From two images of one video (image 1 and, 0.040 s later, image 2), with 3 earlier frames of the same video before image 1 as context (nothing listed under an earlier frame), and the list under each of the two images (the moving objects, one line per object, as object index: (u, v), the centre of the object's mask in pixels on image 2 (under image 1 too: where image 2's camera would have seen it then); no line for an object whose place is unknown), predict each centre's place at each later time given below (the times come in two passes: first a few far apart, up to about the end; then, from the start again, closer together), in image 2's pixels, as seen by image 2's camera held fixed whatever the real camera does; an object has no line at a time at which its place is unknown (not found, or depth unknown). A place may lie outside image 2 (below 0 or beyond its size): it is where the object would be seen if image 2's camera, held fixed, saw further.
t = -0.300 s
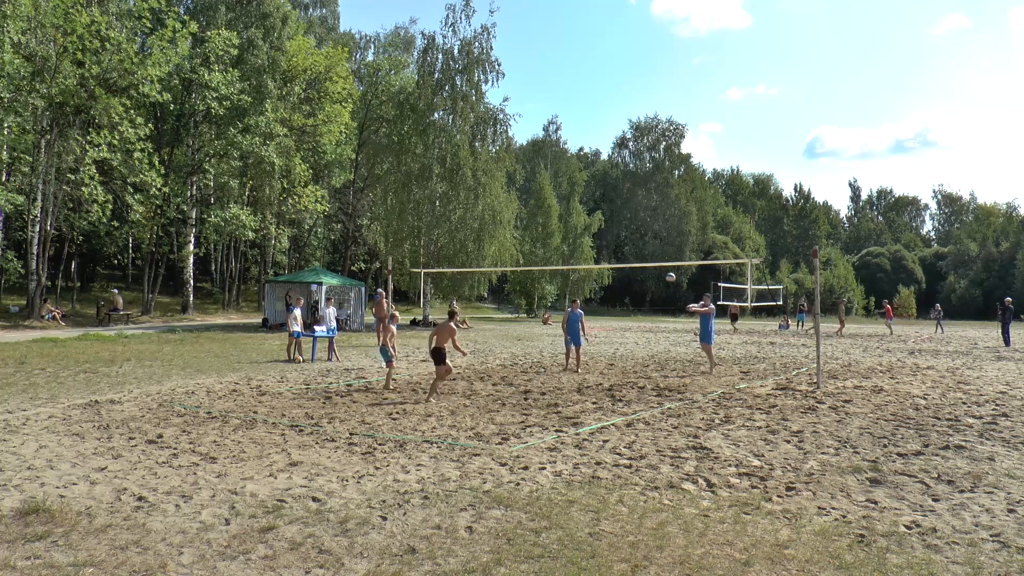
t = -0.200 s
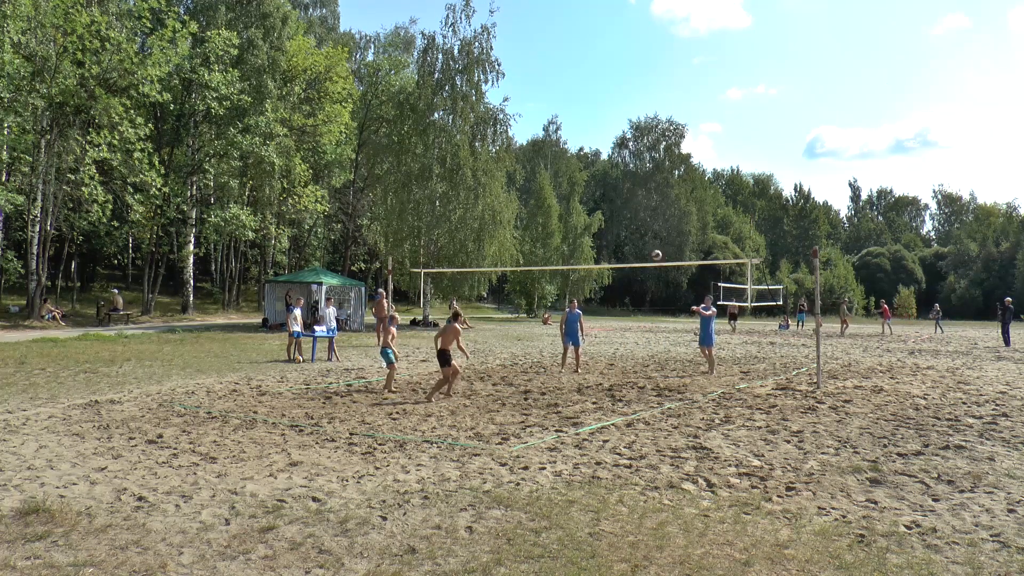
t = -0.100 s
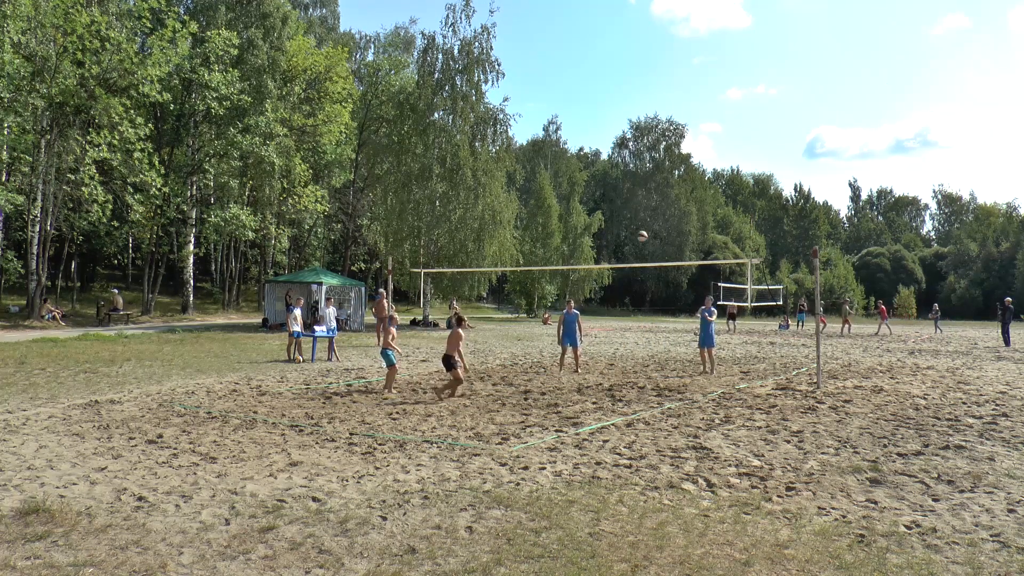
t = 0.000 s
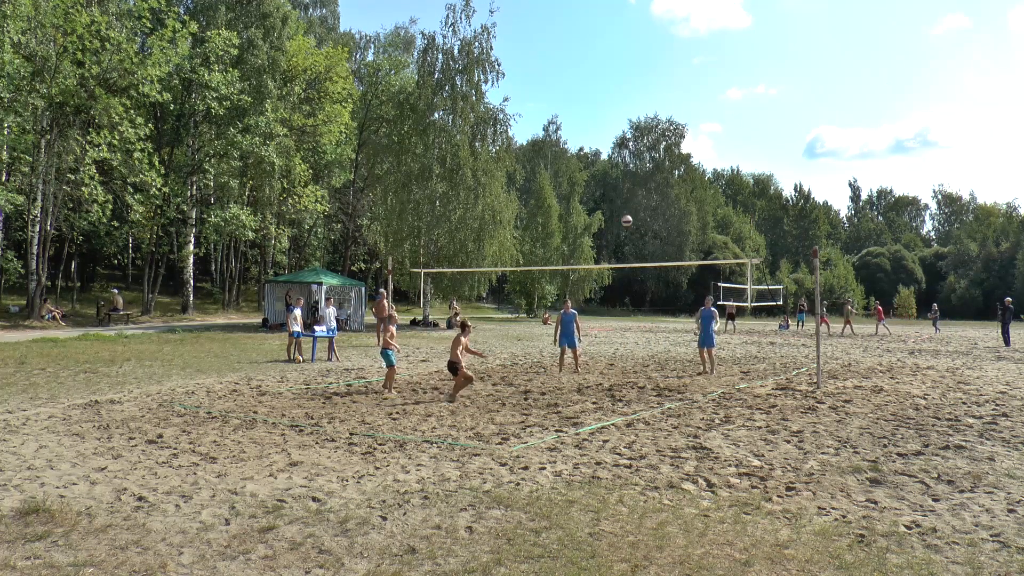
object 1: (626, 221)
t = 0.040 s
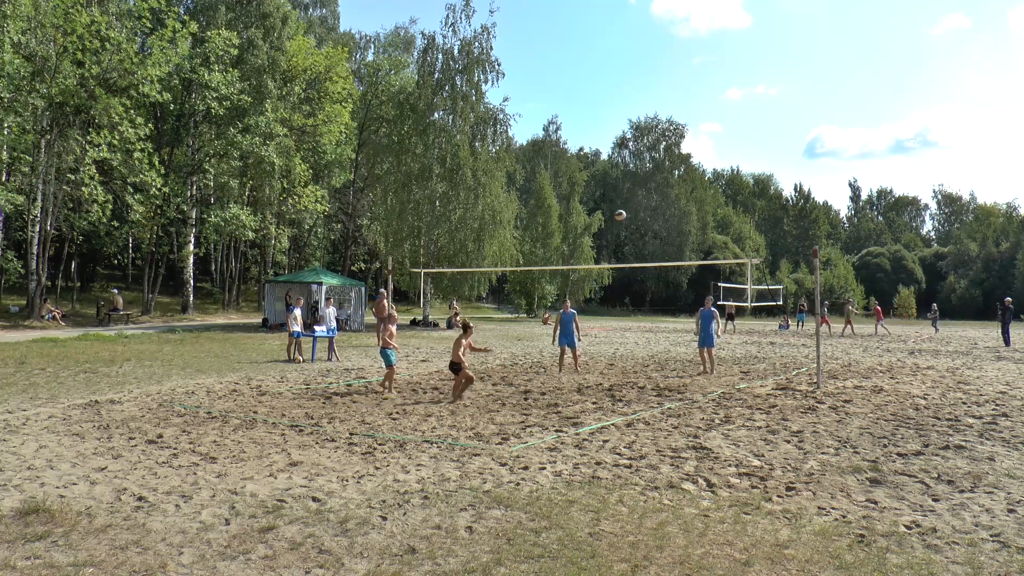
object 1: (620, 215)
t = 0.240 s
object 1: (586, 201)
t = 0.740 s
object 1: (478, 271)
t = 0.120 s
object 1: (607, 208)
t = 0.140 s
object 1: (603, 207)
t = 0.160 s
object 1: (600, 205)
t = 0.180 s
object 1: (597, 204)
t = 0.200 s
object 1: (593, 202)
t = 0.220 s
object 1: (590, 201)
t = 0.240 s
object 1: (586, 201)
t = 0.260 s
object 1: (584, 201)
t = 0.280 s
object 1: (578, 200)
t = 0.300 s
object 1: (576, 200)
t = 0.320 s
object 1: (572, 200)
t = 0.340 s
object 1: (567, 200)
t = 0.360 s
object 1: (564, 201)
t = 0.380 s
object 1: (560, 202)
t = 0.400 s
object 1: (557, 203)
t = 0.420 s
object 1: (552, 206)
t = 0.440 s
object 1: (548, 207)
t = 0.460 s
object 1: (543, 209)
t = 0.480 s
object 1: (539, 212)
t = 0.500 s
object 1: (535, 215)
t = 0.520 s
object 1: (530, 217)
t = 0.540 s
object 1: (526, 220)
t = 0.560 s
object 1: (520, 224)
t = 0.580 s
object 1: (517, 227)
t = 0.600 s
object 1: (512, 232)
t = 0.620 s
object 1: (508, 237)
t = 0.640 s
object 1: (502, 241)
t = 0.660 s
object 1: (499, 246)
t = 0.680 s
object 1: (493, 251)
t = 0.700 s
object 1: (488, 258)
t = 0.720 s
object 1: (483, 264)
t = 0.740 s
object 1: (478, 271)
